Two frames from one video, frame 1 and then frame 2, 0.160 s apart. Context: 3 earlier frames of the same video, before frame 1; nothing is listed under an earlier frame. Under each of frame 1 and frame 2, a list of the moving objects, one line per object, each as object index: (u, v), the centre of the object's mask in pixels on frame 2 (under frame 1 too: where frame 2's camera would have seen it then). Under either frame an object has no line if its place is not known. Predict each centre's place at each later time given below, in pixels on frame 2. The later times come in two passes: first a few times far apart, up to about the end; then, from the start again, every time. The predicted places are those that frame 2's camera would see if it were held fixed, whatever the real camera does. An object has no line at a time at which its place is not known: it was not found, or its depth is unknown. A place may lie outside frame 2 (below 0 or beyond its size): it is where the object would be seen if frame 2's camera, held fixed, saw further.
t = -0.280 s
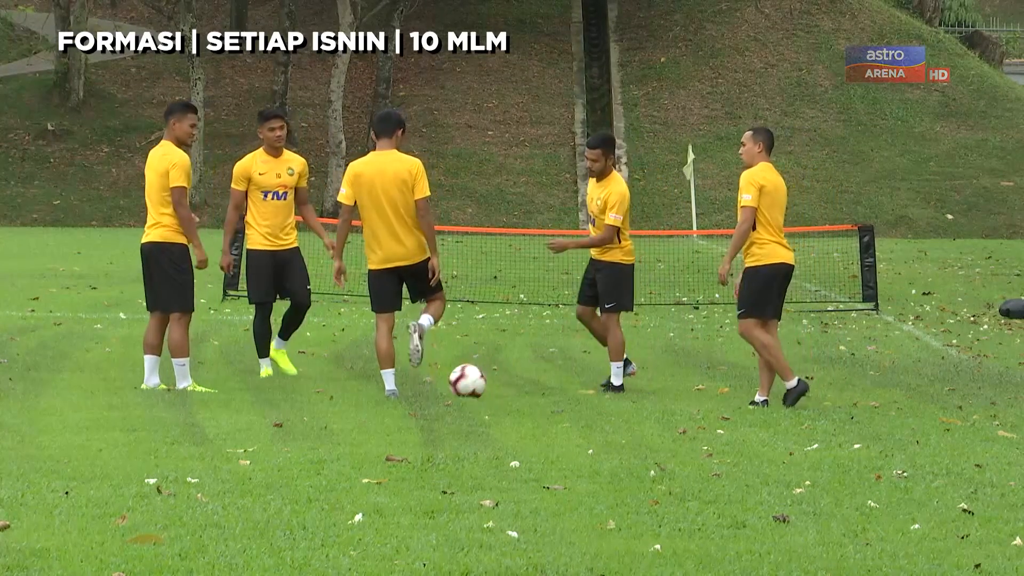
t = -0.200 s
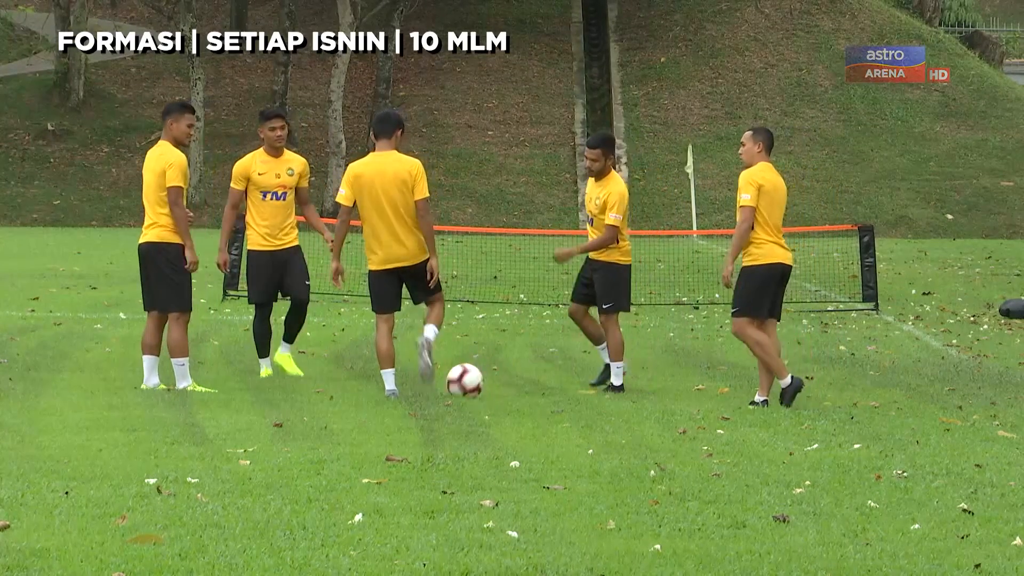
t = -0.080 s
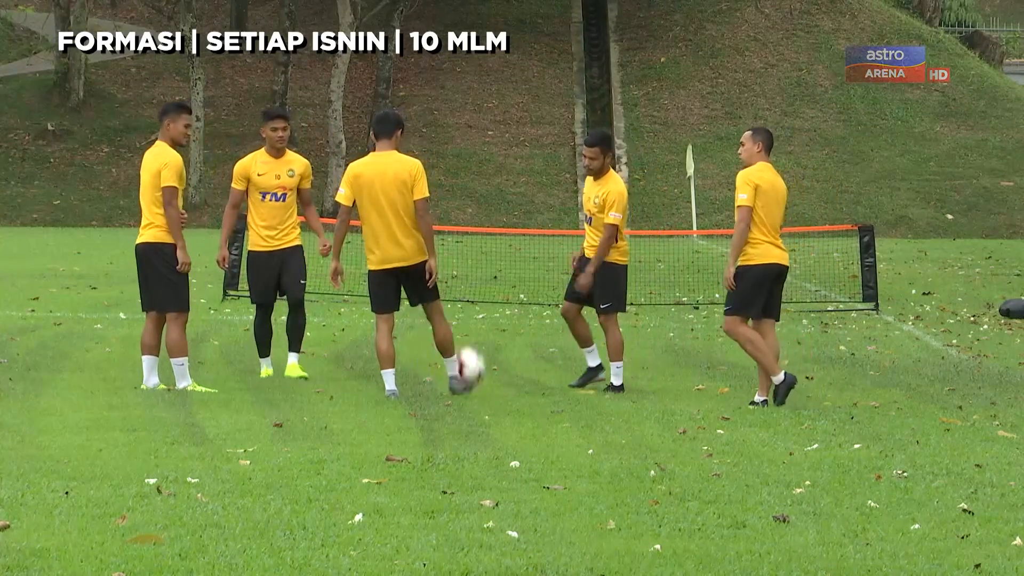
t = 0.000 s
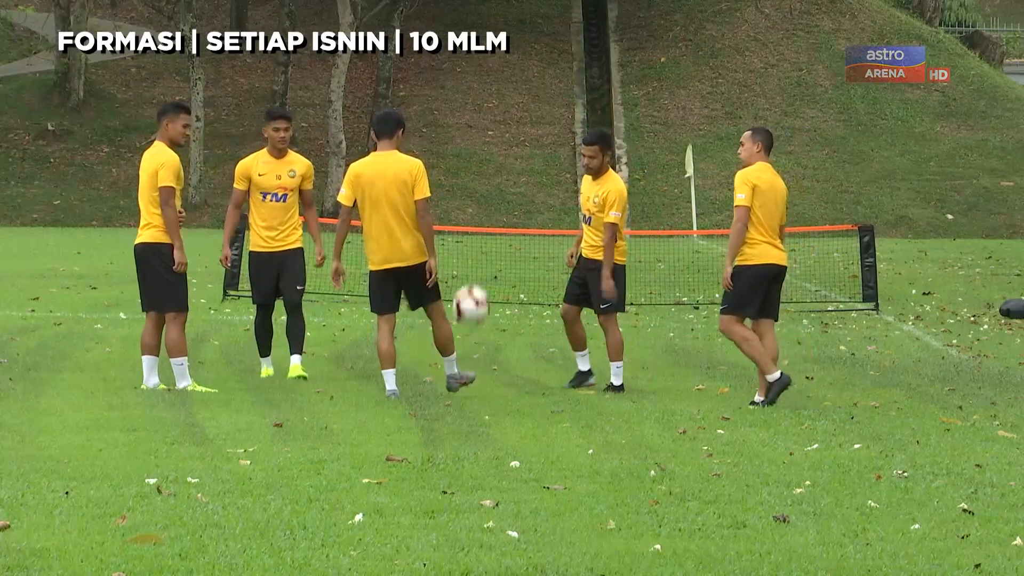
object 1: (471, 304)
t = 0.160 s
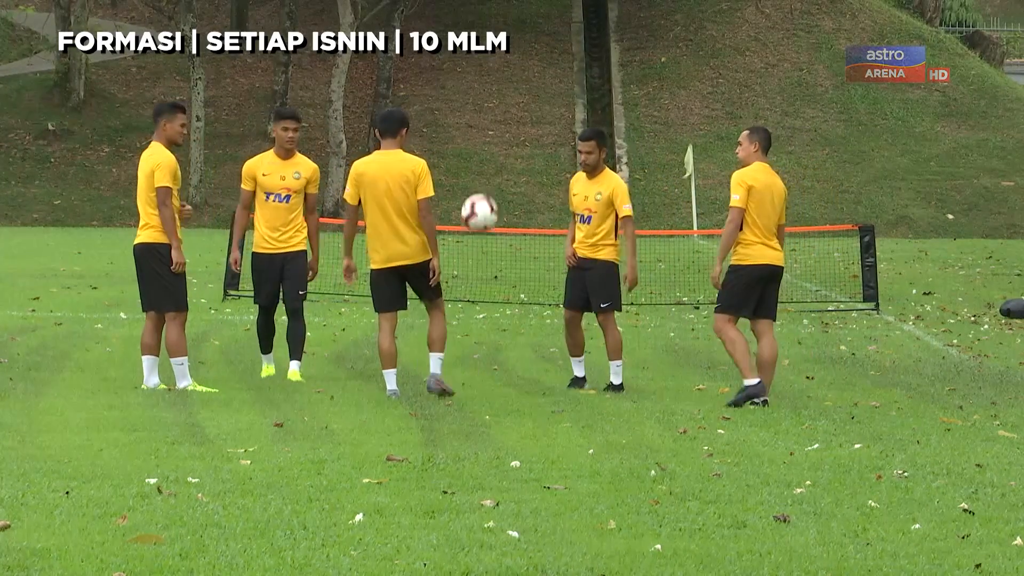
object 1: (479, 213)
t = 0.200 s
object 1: (481, 197)
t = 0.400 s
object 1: (490, 155)
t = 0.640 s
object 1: (499, 188)
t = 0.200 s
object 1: (481, 197)
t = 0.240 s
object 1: (483, 183)
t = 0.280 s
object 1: (485, 172)
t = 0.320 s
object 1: (487, 164)
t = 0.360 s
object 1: (489, 158)
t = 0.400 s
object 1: (490, 155)
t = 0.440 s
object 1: (492, 154)
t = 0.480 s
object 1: (493, 156)
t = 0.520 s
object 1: (495, 160)
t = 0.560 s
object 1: (496, 167)
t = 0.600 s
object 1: (498, 175)
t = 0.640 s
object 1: (499, 188)
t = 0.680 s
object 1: (501, 202)
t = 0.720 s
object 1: (502, 219)
